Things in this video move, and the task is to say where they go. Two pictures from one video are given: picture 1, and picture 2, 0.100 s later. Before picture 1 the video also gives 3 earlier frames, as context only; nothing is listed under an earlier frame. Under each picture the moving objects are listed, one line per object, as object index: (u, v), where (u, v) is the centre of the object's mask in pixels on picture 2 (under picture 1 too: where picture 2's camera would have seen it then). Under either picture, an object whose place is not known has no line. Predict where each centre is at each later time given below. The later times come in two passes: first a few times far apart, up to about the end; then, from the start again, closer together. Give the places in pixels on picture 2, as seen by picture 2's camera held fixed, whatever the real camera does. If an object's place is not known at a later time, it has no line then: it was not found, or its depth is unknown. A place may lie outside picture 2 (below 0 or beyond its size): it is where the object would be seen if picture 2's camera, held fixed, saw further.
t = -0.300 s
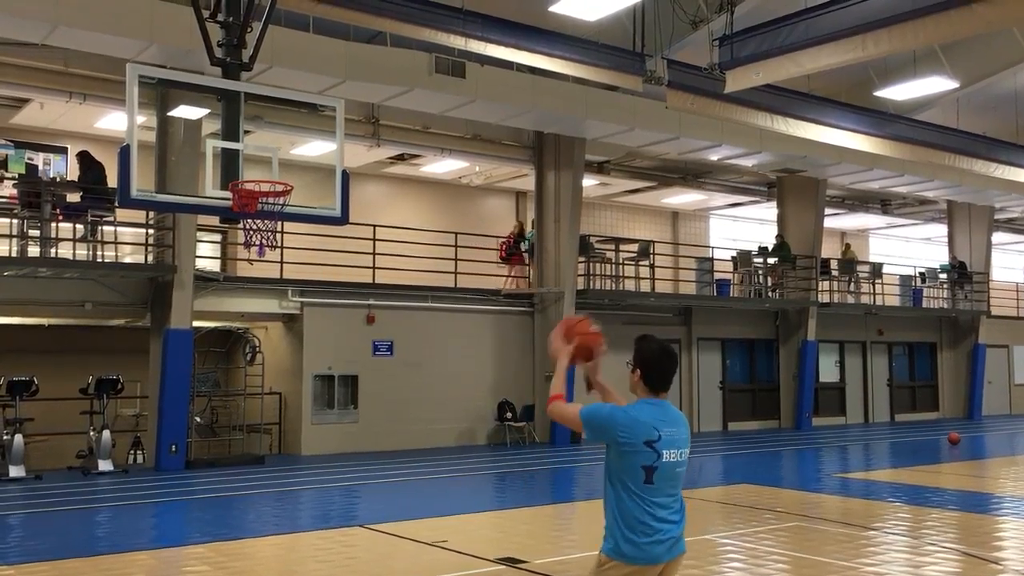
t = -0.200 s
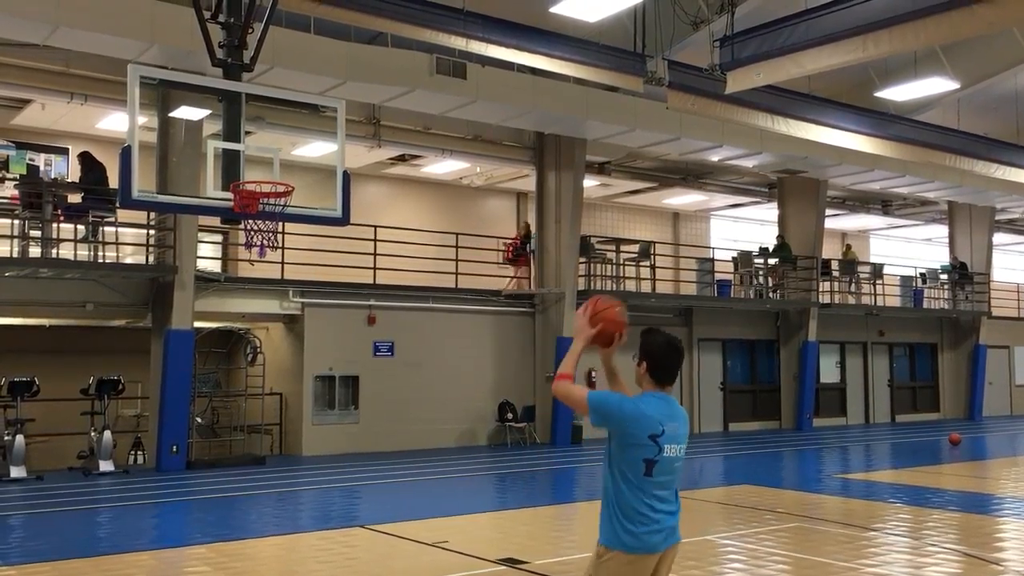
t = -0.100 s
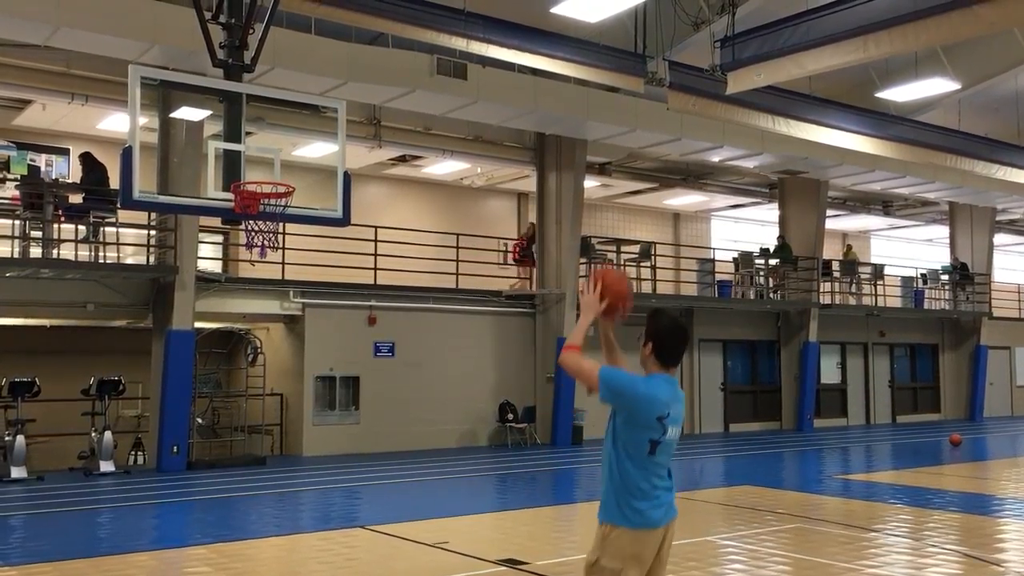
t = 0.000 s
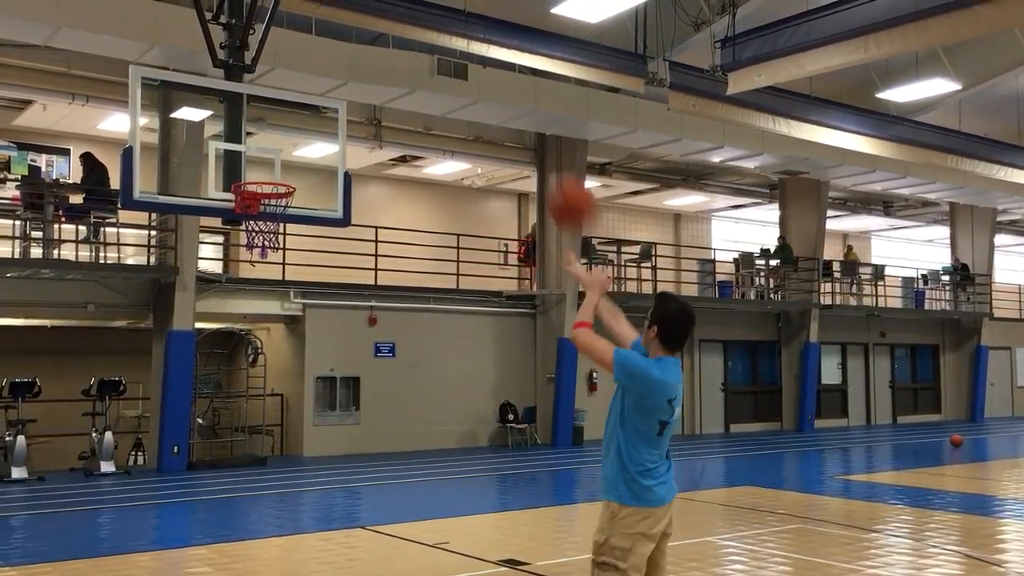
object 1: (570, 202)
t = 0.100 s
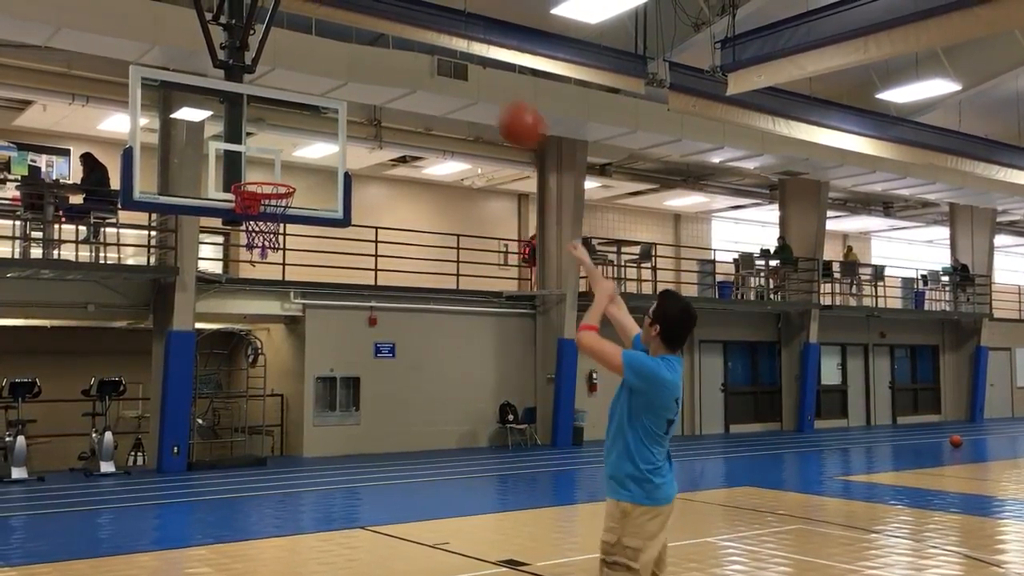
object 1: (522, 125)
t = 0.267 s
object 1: (450, 47)
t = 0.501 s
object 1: (370, 25)
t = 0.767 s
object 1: (295, 93)
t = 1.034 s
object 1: (271, 215)
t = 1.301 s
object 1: (298, 211)
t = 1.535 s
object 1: (279, 251)
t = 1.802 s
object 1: (248, 383)
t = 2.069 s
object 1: (220, 548)
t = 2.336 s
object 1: (213, 394)
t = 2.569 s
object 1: (205, 340)
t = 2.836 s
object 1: (193, 361)
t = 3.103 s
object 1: (178, 478)
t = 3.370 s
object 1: (165, 504)
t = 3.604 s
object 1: (155, 426)
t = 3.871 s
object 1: (139, 425)
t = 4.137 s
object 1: (120, 525)
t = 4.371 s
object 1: (107, 520)
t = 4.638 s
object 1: (96, 468)
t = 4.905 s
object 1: (78, 518)
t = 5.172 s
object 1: (64, 548)
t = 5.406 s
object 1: (57, 509)
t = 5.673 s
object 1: (44, 561)
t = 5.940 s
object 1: (37, 546)
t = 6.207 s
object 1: (29, 558)
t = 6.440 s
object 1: (23, 576)
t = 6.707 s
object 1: (16, 573)
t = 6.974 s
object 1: (10, 580)
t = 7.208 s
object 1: (5, 598)
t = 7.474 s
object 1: (2, 591)
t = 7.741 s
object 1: (-1, 603)
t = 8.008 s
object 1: (-3, 611)
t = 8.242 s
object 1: (-5, 617)
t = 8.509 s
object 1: (-7, 621)
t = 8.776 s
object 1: (-9, 622)
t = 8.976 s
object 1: (-10, 622)
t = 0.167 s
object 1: (491, 86)
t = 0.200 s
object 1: (477, 71)
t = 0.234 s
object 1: (464, 58)
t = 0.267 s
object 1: (450, 47)
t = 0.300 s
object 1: (437, 39)
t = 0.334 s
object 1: (425, 32)
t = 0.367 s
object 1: (412, 28)
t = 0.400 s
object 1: (402, 24)
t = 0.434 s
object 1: (390, 23)
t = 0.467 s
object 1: (379, 24)
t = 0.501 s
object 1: (370, 25)
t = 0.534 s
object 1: (359, 30)
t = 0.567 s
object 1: (349, 34)
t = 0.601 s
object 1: (339, 41)
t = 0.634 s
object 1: (330, 49)
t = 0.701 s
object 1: (312, 68)
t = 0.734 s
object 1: (303, 80)
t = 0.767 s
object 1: (295, 93)
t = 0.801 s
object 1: (286, 105)
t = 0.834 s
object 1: (278, 119)
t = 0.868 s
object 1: (271, 137)
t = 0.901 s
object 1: (262, 153)
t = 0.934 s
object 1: (257, 169)
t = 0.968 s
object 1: (250, 191)
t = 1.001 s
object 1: (257, 200)
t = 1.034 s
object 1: (271, 215)
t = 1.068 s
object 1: (281, 219)
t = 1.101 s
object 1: (288, 218)
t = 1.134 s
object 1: (295, 215)
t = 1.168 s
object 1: (297, 211)
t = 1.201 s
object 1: (298, 210)
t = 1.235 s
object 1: (299, 210)
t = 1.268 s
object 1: (299, 210)
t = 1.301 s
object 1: (298, 211)
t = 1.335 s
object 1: (298, 213)
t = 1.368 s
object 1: (295, 216)
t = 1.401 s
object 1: (292, 220)
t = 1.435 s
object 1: (288, 225)
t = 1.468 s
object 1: (286, 233)
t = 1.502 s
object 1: (282, 241)
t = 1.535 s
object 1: (279, 251)
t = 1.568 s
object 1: (275, 262)
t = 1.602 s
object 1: (272, 275)
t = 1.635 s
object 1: (267, 290)
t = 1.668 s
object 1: (264, 304)
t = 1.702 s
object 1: (261, 322)
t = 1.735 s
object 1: (257, 340)
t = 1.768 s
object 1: (252, 361)
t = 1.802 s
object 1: (248, 383)
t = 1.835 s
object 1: (244, 408)
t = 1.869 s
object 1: (240, 432)
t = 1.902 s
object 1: (237, 458)
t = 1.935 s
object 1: (233, 486)
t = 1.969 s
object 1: (228, 518)
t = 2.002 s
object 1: (223, 550)
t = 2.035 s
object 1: (221, 574)
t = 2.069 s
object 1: (220, 548)
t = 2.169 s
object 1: (217, 478)
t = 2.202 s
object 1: (216, 459)
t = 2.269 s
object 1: (215, 425)
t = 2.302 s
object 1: (214, 409)
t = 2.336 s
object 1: (213, 394)
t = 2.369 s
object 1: (212, 382)
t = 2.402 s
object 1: (211, 373)
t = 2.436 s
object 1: (209, 363)
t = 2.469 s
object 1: (209, 355)
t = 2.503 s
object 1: (208, 348)
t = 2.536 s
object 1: (206, 343)
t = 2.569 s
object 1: (205, 340)
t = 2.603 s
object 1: (204, 338)
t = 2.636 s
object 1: (202, 337)
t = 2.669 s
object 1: (202, 337)
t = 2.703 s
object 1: (200, 339)
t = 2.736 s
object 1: (198, 342)
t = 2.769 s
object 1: (196, 346)
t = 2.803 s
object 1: (195, 353)
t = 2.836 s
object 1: (193, 361)
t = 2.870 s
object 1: (191, 370)
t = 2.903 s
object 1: (189, 381)
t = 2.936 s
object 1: (188, 394)
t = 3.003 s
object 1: (184, 423)
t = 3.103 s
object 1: (178, 478)
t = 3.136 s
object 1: (176, 502)
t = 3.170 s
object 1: (175, 525)
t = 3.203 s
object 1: (172, 550)
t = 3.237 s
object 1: (170, 576)
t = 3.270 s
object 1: (169, 561)
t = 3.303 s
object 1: (167, 539)
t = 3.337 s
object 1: (166, 522)
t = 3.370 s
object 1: (165, 504)
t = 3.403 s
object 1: (164, 488)
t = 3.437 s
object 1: (163, 473)
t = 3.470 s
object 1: (161, 461)
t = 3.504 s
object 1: (160, 451)
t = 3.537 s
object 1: (158, 441)
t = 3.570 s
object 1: (156, 433)
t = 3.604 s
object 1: (155, 426)
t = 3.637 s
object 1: (153, 421)
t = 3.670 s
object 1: (151, 417)
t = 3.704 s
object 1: (149, 415)
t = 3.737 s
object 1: (147, 414)
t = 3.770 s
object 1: (146, 415)
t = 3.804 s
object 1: (144, 416)
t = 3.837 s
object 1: (141, 420)
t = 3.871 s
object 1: (139, 425)
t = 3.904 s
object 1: (137, 432)
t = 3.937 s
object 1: (136, 440)
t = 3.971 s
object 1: (132, 452)
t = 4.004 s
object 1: (129, 461)
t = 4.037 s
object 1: (128, 474)
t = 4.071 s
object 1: (125, 490)
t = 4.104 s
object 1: (122, 507)
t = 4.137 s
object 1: (120, 525)
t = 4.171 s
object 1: (118, 544)
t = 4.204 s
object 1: (115, 565)
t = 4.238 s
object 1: (112, 582)
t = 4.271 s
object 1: (111, 565)
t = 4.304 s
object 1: (110, 548)
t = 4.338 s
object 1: (108, 533)
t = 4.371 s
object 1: (107, 520)
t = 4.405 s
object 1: (106, 508)
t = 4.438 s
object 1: (105, 498)
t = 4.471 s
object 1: (103, 490)
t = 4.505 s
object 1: (102, 482)
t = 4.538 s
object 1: (100, 476)
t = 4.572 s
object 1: (99, 472)
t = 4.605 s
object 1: (97, 469)
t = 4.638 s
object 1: (96, 468)
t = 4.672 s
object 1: (94, 468)
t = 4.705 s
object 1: (92, 470)
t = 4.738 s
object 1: (90, 474)
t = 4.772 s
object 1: (87, 479)
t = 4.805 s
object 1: (85, 486)
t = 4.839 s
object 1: (83, 495)
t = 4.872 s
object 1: (80, 505)
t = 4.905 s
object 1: (78, 518)
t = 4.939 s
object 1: (76, 531)
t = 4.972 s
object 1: (73, 546)
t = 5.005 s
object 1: (71, 563)
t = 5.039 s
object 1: (68, 582)
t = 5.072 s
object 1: (66, 589)
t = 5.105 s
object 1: (66, 574)
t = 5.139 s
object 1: (65, 560)
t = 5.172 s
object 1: (64, 548)
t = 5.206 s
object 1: (63, 538)
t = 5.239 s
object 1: (62, 529)
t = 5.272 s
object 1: (61, 522)
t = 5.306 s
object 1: (60, 516)
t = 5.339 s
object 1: (59, 512)
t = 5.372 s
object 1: (58, 509)
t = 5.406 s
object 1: (57, 509)
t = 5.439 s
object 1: (56, 509)
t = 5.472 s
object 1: (54, 512)
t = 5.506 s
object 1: (53, 515)
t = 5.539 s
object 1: (51, 522)
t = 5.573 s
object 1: (49, 529)
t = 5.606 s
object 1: (47, 538)
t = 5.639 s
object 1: (46, 548)
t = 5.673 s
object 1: (44, 561)
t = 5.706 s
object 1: (42, 576)
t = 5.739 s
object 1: (40, 592)
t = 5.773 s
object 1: (39, 593)
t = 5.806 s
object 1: (38, 581)
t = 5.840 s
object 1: (38, 570)
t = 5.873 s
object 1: (37, 561)
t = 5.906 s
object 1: (37, 553)
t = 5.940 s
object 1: (37, 546)
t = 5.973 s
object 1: (36, 542)
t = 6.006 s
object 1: (35, 539)
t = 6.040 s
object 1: (35, 539)
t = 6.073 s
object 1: (34, 539)
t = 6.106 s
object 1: (32, 541)
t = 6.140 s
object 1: (32, 545)
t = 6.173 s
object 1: (31, 550)
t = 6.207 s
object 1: (29, 558)
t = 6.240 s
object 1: (29, 567)
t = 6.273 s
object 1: (27, 578)
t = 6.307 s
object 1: (26, 590)
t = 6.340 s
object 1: (25, 604)
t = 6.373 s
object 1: (24, 594)
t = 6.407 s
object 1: (23, 585)
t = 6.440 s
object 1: (23, 576)
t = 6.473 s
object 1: (22, 570)
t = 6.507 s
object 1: (21, 565)
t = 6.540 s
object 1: (20, 563)
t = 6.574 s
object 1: (19, 562)
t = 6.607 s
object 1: (18, 562)
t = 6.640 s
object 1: (18, 563)
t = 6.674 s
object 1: (17, 567)
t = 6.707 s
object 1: (16, 573)
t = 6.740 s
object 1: (15, 580)
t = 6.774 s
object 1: (14, 589)
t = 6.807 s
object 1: (12, 600)
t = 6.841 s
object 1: (11, 608)
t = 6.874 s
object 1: (11, 598)
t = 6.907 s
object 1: (10, 589)
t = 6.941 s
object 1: (10, 584)
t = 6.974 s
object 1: (10, 580)
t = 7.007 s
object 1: (9, 577)
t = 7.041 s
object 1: (8, 577)
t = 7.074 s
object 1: (8, 577)
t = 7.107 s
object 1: (7, 580)
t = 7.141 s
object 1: (6, 584)
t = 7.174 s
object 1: (6, 590)
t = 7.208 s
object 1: (5, 598)
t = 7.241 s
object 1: (3, 609)
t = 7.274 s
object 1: (3, 610)
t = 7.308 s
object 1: (3, 603)
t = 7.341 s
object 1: (3, 597)
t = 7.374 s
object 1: (2, 592)
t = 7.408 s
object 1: (3, 590)
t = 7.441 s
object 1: (2, 590)
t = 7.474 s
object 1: (2, 591)
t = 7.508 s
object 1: (1, 594)
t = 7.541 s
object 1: (1, 599)
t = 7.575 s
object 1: (0, 606)
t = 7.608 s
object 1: (-1, 614)
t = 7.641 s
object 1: (-1, 614)
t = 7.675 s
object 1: (-1, 608)
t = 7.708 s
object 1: (-1, 605)
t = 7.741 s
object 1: (-1, 603)
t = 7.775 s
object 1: (-1, 603)
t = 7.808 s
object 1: (-2, 604)
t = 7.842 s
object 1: (-2, 608)
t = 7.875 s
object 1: (-2, 613)
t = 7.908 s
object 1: (-3, 619)
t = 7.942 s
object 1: (-3, 616)
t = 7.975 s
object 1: (-3, 613)
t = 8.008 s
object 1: (-3, 611)
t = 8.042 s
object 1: (-3, 611)
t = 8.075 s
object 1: (-4, 613)
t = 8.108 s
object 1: (-4, 616)
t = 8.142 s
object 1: (-5, 620)
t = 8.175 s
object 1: (-5, 620)
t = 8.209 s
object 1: (-5, 618)
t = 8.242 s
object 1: (-5, 617)
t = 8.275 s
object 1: (-6, 617)
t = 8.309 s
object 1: (-6, 619)
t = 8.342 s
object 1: (-6, 621)
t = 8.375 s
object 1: (-6, 621)
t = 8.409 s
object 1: (-6, 619)
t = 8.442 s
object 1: (-7, 620)
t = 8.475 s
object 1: (-7, 620)
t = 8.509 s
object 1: (-7, 621)
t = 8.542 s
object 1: (-7, 621)
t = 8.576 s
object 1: (-8, 621)
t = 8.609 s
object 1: (-8, 621)
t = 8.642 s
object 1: (-8, 622)
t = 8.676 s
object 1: (-8, 622)
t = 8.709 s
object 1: (-9, 622)
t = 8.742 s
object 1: (-9, 622)
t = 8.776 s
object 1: (-9, 622)
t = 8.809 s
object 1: (-9, 622)
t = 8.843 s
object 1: (-9, 622)
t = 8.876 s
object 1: (-10, 622)
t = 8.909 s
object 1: (-10, 622)
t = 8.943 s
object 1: (-10, 622)
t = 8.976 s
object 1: (-10, 622)
